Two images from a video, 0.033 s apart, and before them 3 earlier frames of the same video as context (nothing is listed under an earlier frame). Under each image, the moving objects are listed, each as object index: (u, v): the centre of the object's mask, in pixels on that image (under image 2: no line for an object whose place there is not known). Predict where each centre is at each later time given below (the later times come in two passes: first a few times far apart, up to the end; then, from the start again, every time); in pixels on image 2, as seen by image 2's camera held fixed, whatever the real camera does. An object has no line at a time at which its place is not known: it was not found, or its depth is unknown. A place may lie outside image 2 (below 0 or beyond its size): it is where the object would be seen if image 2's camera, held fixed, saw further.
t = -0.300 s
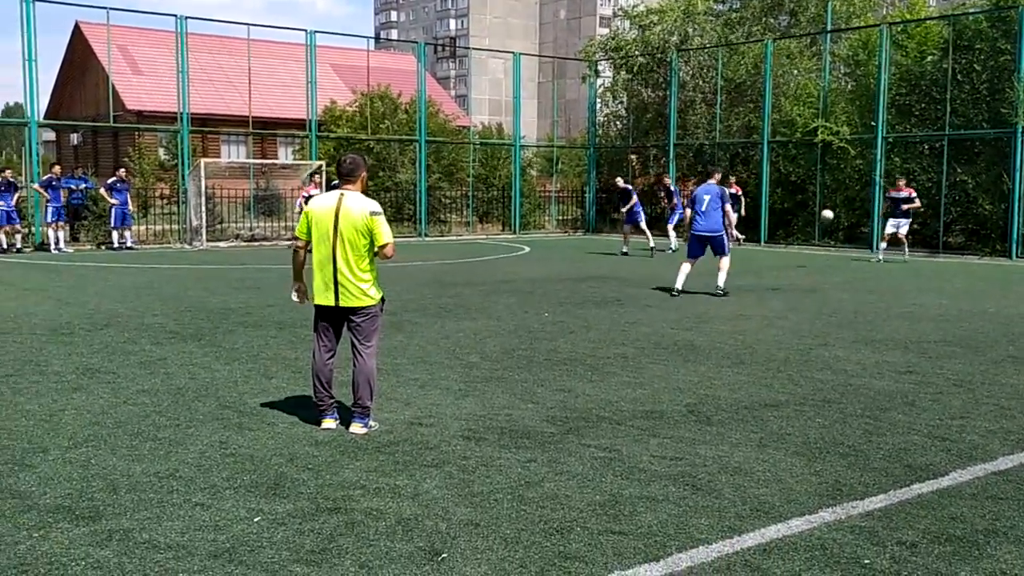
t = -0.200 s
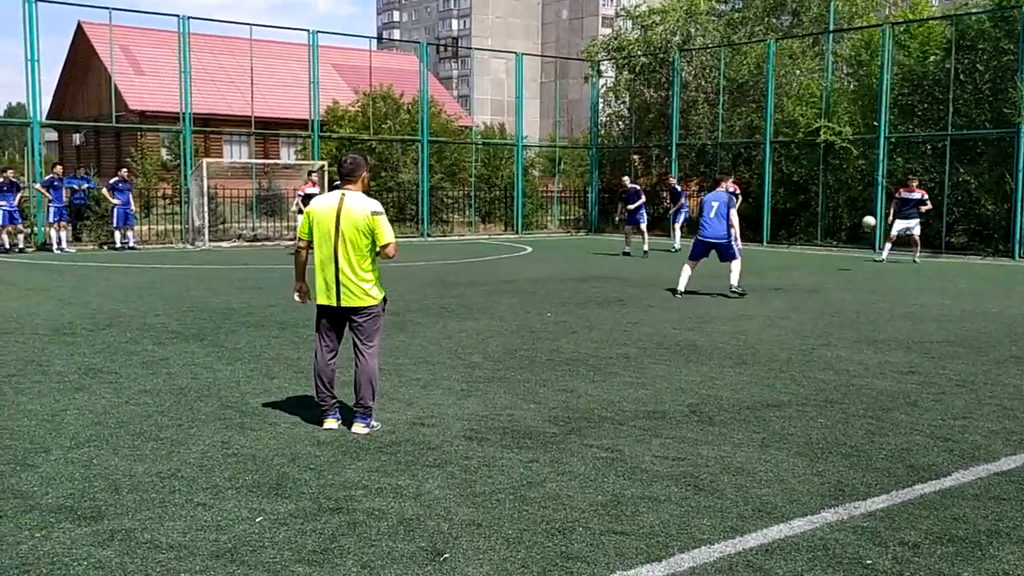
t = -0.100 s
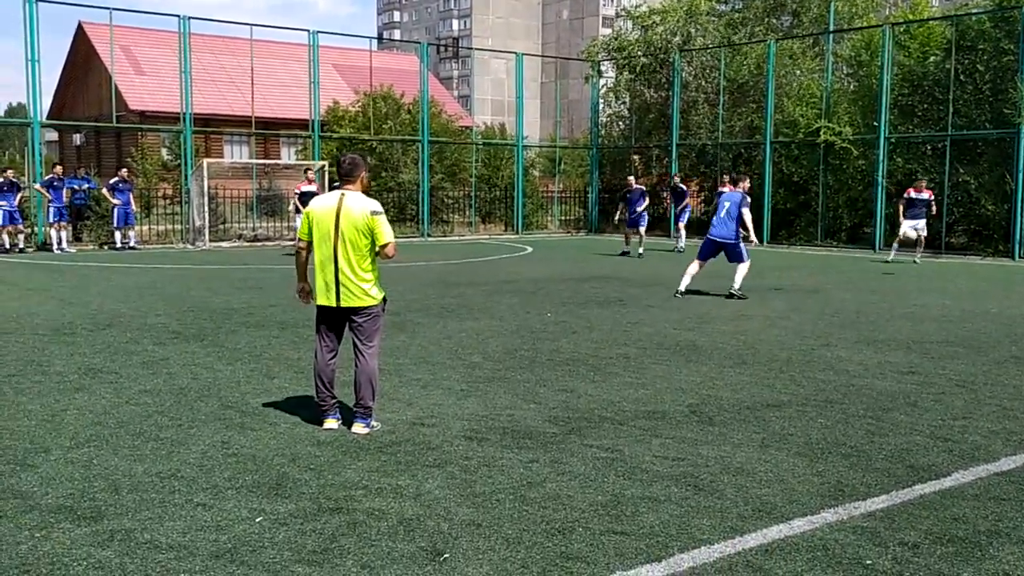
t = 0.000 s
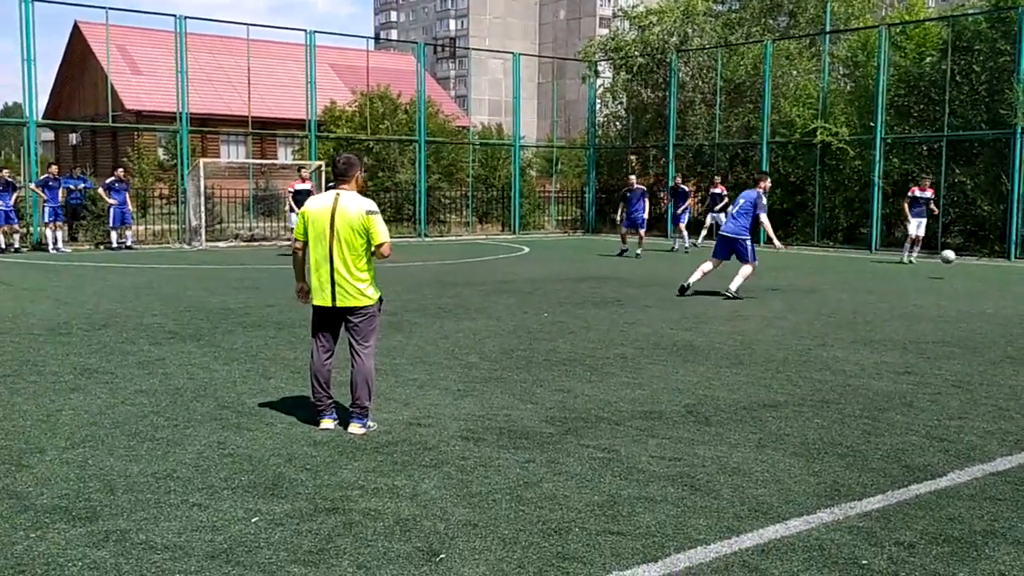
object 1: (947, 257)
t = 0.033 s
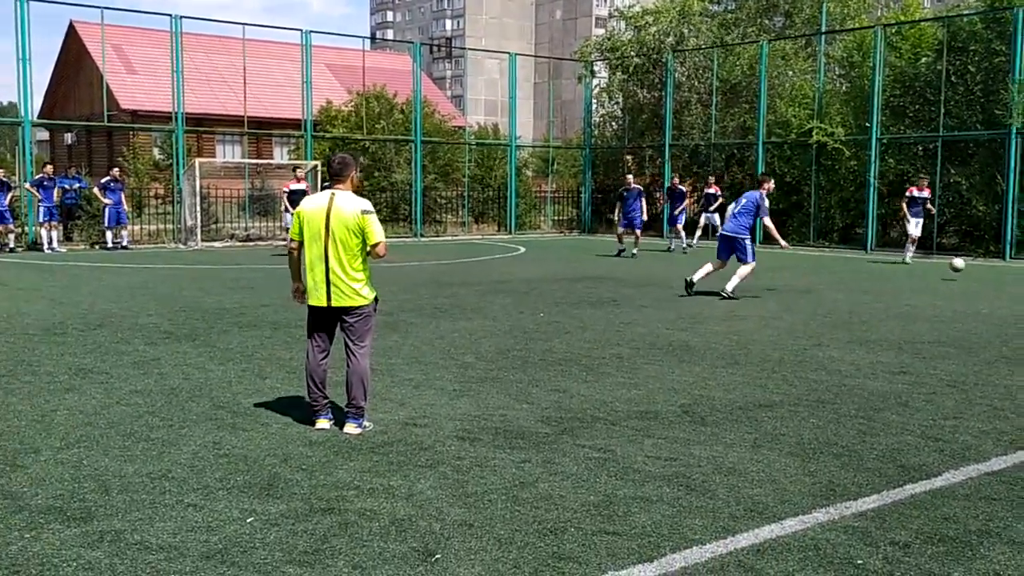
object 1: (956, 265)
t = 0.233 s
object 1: (1058, 263)
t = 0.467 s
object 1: (1196, 276)
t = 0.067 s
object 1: (970, 275)
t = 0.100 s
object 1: (987, 273)
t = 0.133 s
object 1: (1004, 270)
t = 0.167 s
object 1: (1022, 266)
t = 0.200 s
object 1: (1040, 264)
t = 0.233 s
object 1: (1058, 263)
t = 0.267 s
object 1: (1077, 262)
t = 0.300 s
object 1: (1095, 262)
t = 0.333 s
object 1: (1115, 263)
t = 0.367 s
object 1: (1134, 265)
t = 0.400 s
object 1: (1154, 268)
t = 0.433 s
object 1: (1175, 272)
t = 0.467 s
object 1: (1196, 276)
